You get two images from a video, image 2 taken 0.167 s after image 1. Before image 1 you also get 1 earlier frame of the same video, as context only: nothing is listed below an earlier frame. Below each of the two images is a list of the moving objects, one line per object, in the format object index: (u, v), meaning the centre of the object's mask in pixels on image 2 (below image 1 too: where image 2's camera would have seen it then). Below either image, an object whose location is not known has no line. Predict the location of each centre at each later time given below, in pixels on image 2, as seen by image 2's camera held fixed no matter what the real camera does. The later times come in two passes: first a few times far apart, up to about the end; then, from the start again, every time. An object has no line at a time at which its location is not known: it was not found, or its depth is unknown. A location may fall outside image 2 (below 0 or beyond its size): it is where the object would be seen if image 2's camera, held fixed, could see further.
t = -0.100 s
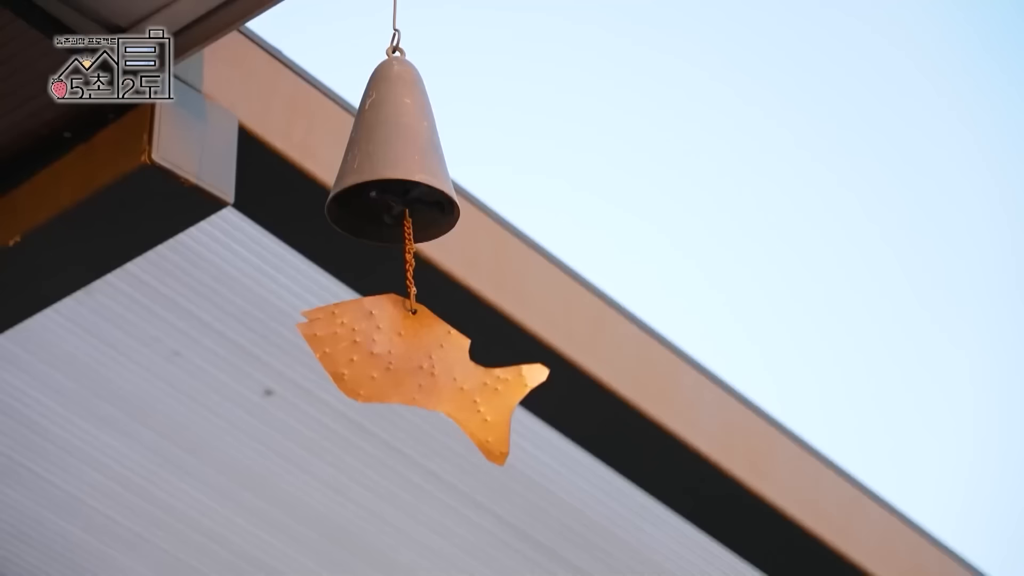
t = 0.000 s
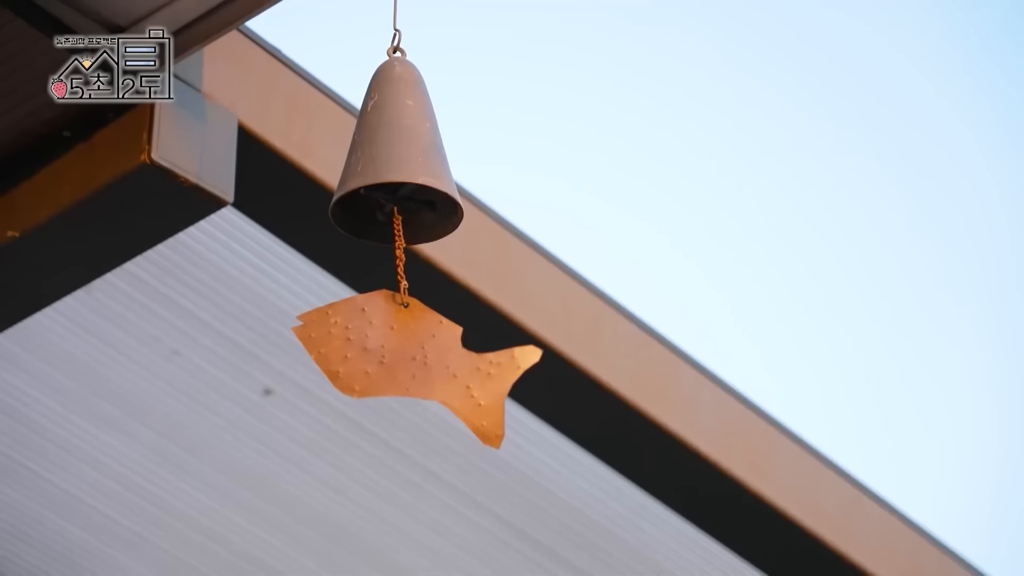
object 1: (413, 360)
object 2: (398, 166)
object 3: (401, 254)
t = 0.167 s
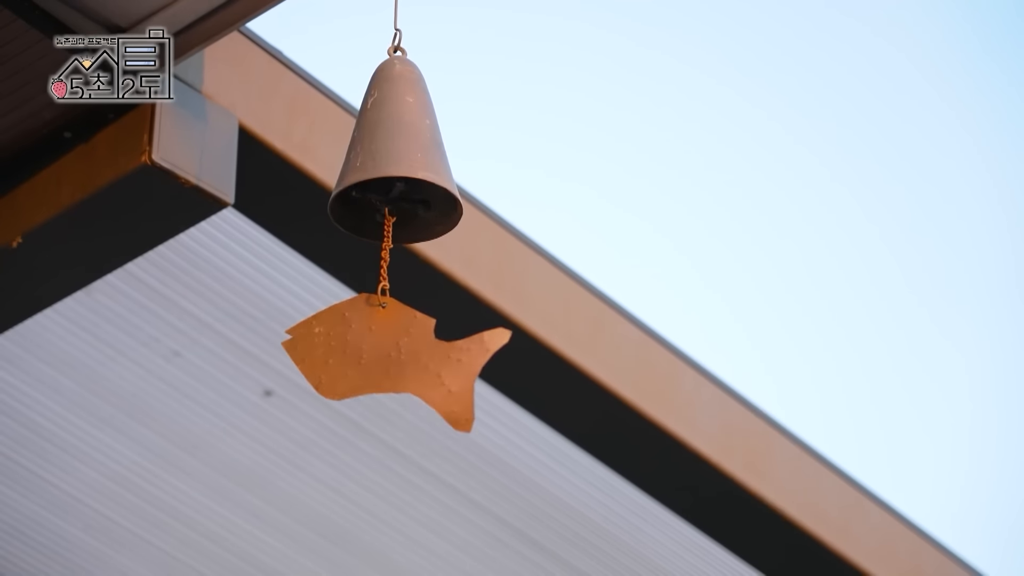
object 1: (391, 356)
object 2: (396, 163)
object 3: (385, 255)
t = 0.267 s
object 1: (384, 359)
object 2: (391, 159)
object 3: (388, 252)
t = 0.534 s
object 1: (401, 355)
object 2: (386, 158)
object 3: (388, 250)
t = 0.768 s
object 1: (417, 343)
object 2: (396, 164)
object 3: (401, 254)
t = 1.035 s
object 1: (436, 369)
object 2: (396, 162)
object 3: (413, 260)
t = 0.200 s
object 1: (387, 357)
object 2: (395, 162)
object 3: (385, 253)
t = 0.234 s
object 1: (385, 358)
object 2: (393, 160)
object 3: (386, 253)
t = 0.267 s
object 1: (384, 359)
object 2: (391, 159)
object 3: (388, 252)
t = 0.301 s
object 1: (384, 360)
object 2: (389, 158)
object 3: (388, 253)
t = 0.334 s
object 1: (385, 361)
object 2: (388, 157)
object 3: (389, 252)
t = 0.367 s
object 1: (388, 361)
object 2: (387, 157)
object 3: (390, 251)
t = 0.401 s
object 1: (390, 361)
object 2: (386, 157)
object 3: (389, 249)
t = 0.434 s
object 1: (393, 361)
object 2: (386, 157)
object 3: (389, 250)
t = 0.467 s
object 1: (396, 360)
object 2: (386, 157)
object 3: (388, 250)
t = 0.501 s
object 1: (399, 357)
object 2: (386, 157)
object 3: (388, 249)
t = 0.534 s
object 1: (401, 355)
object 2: (386, 158)
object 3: (388, 250)
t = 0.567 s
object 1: (403, 351)
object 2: (387, 158)
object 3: (388, 251)
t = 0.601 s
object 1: (405, 348)
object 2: (388, 159)
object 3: (390, 252)
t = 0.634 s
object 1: (407, 344)
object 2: (390, 160)
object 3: (392, 253)
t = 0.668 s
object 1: (409, 342)
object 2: (391, 161)
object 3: (394, 253)
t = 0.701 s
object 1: (411, 341)
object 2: (393, 162)
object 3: (396, 253)
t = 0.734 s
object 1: (414, 341)
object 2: (395, 163)
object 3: (398, 253)
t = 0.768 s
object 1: (417, 343)
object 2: (396, 164)
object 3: (401, 254)
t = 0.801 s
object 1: (420, 346)
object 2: (397, 164)
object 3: (404, 254)
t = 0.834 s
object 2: (398, 164)
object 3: (407, 254)
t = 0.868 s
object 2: (399, 164)
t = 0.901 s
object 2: (399, 164)
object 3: (411, 255)
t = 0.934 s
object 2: (399, 164)
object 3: (413, 256)
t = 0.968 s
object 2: (398, 163)
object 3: (414, 257)
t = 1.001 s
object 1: (436, 367)
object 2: (397, 162)
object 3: (414, 258)
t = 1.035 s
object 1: (436, 369)
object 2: (396, 162)
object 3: (413, 260)
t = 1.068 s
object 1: (434, 370)
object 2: (394, 161)
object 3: (411, 261)
